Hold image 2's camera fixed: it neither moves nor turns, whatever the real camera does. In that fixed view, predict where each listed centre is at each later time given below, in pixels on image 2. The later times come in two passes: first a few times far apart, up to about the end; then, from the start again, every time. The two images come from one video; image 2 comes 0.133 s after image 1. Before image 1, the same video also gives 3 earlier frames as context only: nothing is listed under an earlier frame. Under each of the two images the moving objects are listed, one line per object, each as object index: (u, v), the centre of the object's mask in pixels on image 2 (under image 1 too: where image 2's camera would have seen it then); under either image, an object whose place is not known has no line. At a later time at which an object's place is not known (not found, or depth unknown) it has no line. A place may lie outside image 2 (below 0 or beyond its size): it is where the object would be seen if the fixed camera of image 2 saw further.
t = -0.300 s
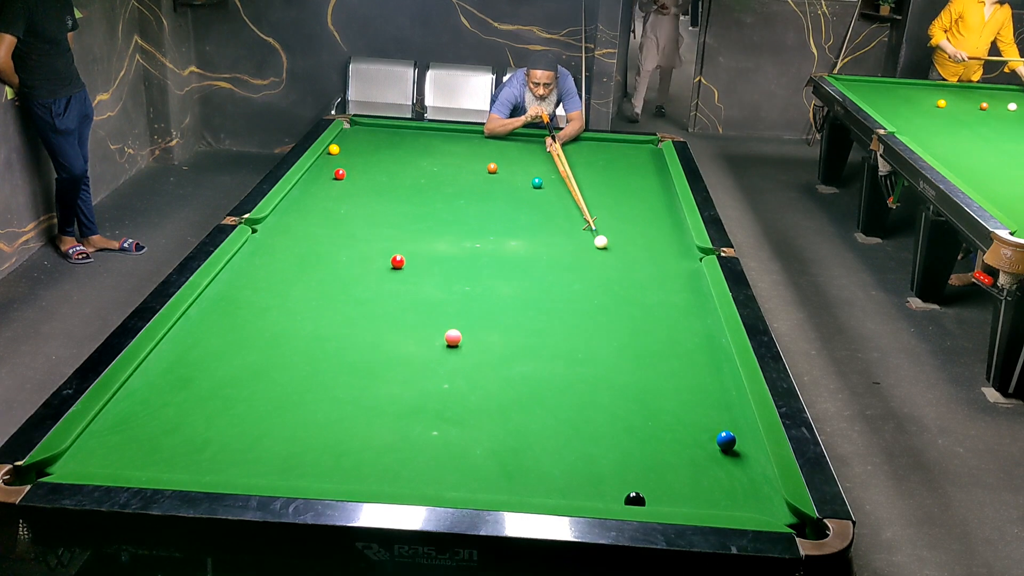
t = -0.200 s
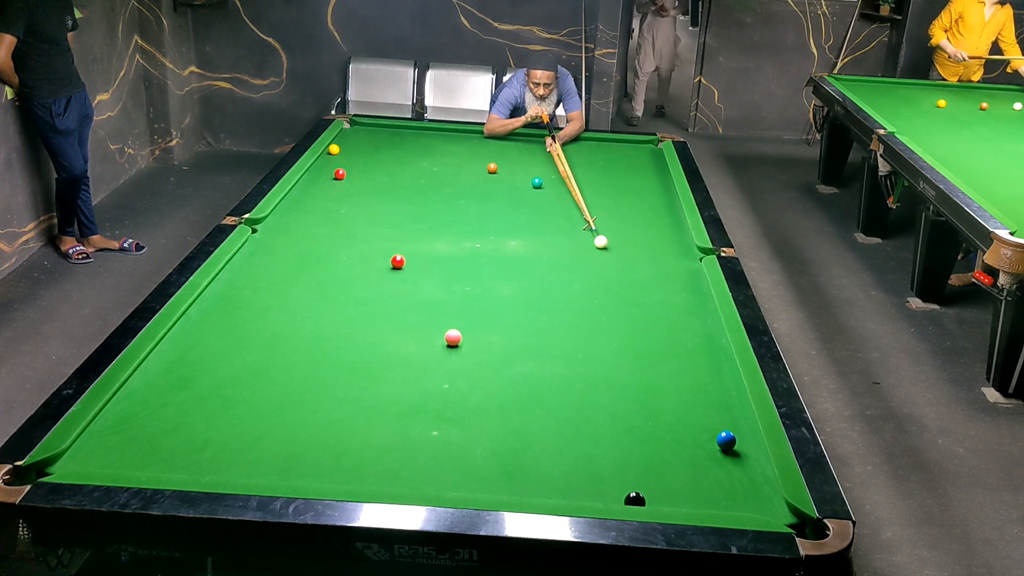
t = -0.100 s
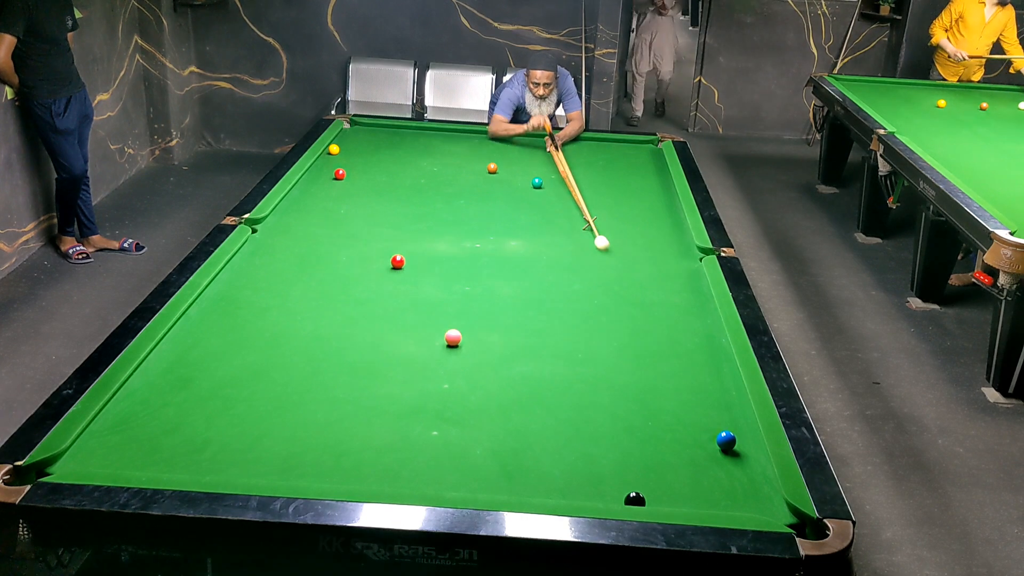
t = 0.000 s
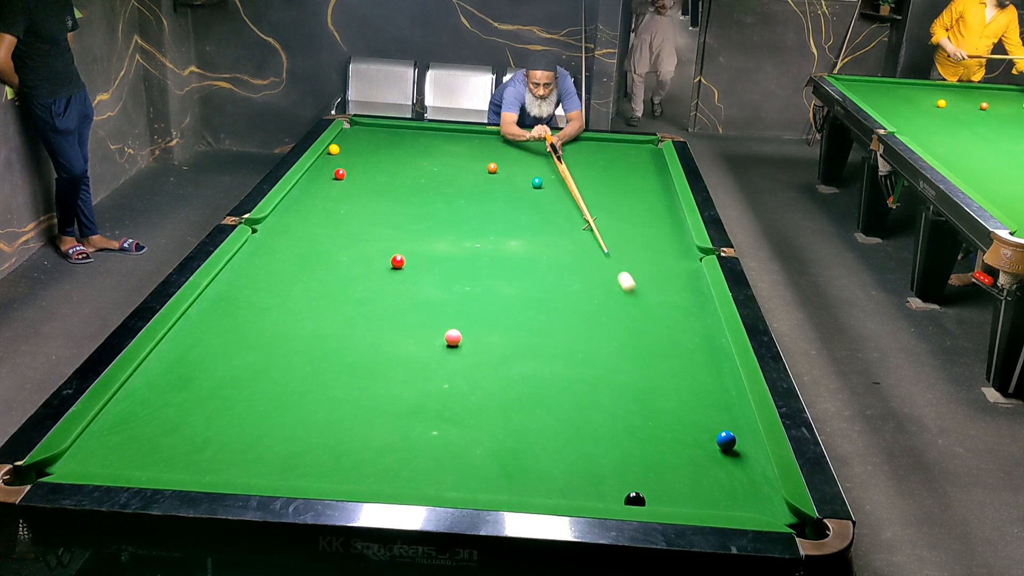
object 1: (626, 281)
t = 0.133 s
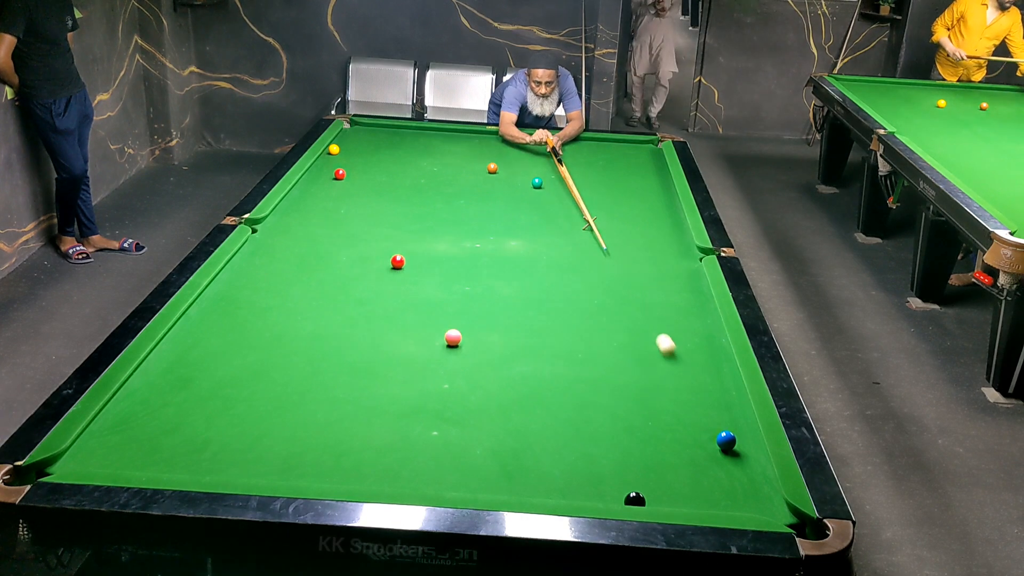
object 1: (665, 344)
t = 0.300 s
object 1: (719, 431)
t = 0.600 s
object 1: (731, 466)
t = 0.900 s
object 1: (751, 508)
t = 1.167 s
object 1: (747, 483)
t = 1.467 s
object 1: (744, 457)
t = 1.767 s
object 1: (741, 435)
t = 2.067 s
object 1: (739, 417)
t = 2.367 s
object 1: (738, 403)
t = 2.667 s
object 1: (736, 391)
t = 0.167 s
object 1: (676, 362)
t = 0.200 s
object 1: (688, 380)
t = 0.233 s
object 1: (700, 398)
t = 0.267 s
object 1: (713, 419)
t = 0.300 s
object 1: (719, 431)
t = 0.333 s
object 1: (719, 433)
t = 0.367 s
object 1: (719, 435)
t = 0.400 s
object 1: (720, 438)
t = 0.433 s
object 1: (721, 442)
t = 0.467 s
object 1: (723, 446)
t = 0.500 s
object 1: (725, 451)
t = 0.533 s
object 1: (727, 456)
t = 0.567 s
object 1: (729, 461)
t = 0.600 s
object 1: (731, 466)
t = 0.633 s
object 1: (734, 471)
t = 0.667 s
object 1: (736, 477)
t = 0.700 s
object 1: (738, 482)
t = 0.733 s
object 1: (740, 487)
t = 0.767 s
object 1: (743, 493)
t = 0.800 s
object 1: (745, 498)
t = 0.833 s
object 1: (747, 503)
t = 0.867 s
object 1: (750, 507)
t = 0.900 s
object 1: (751, 508)
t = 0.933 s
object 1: (750, 505)
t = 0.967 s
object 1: (750, 503)
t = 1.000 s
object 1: (749, 499)
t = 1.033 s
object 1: (748, 496)
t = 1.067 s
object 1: (748, 492)
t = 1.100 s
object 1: (748, 489)
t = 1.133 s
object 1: (747, 486)
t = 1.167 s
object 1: (747, 483)
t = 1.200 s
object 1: (746, 479)
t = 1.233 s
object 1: (746, 476)
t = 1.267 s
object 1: (746, 473)
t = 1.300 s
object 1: (745, 471)
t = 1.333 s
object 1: (745, 467)
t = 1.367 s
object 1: (745, 465)
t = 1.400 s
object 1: (744, 462)
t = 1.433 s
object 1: (744, 459)
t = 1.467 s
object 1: (744, 457)
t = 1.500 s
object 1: (743, 454)
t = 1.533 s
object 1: (743, 451)
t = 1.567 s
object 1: (743, 449)
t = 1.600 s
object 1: (742, 447)
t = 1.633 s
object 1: (742, 444)
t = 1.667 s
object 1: (742, 442)
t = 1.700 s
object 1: (742, 440)
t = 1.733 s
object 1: (741, 437)
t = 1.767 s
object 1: (741, 435)
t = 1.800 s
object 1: (741, 433)
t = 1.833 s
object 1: (741, 431)
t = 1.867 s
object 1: (741, 429)
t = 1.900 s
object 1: (740, 427)
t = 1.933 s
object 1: (740, 425)
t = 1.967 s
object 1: (740, 423)
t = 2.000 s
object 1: (740, 421)
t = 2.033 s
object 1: (739, 419)
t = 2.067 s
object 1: (739, 417)
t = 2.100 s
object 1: (739, 416)
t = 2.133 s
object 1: (739, 414)
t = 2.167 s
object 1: (739, 412)
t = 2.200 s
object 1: (739, 411)
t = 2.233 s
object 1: (738, 409)
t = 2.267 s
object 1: (738, 407)
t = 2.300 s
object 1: (738, 406)
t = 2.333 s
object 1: (738, 404)
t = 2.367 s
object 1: (738, 403)
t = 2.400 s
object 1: (737, 401)
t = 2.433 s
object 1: (737, 400)
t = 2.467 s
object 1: (737, 398)
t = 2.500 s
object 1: (737, 397)
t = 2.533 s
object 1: (737, 396)
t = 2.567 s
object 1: (736, 394)
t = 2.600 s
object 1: (736, 393)
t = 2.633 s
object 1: (736, 392)
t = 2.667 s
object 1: (736, 391)
